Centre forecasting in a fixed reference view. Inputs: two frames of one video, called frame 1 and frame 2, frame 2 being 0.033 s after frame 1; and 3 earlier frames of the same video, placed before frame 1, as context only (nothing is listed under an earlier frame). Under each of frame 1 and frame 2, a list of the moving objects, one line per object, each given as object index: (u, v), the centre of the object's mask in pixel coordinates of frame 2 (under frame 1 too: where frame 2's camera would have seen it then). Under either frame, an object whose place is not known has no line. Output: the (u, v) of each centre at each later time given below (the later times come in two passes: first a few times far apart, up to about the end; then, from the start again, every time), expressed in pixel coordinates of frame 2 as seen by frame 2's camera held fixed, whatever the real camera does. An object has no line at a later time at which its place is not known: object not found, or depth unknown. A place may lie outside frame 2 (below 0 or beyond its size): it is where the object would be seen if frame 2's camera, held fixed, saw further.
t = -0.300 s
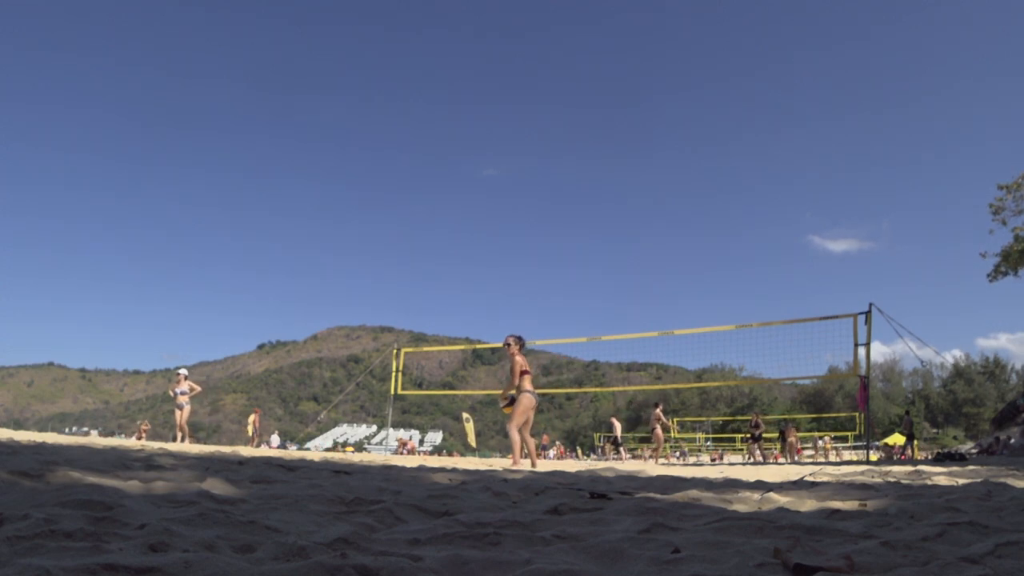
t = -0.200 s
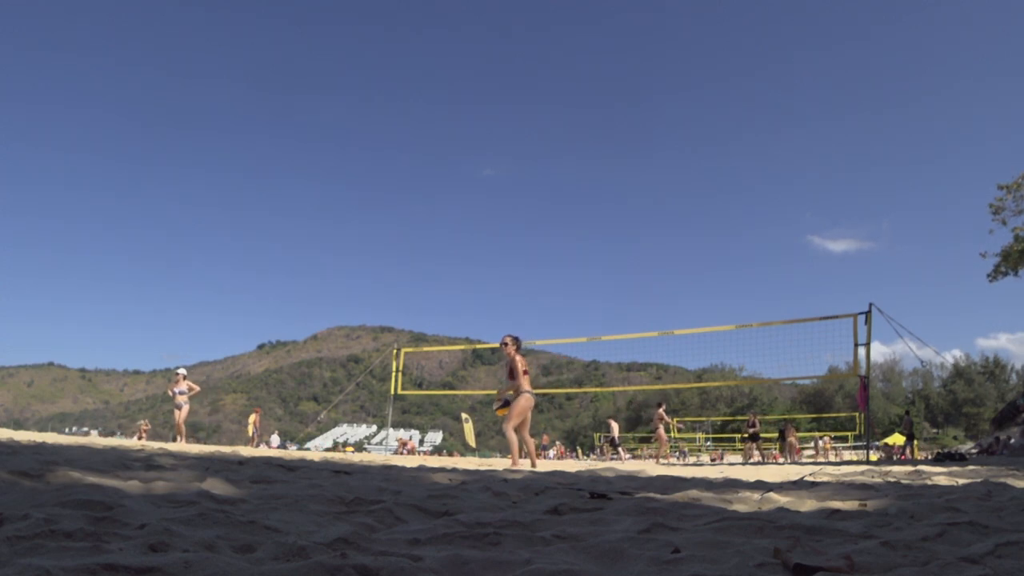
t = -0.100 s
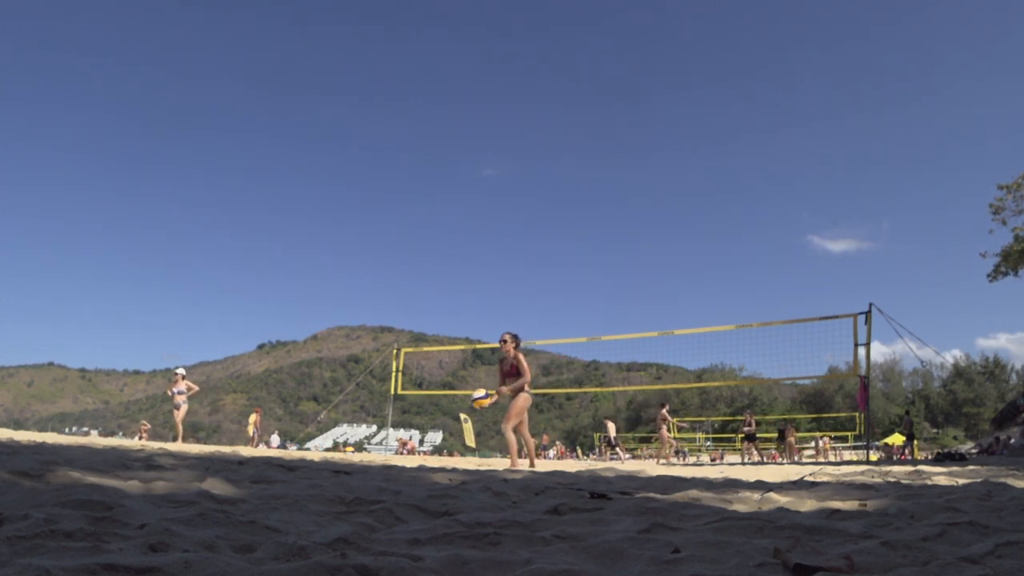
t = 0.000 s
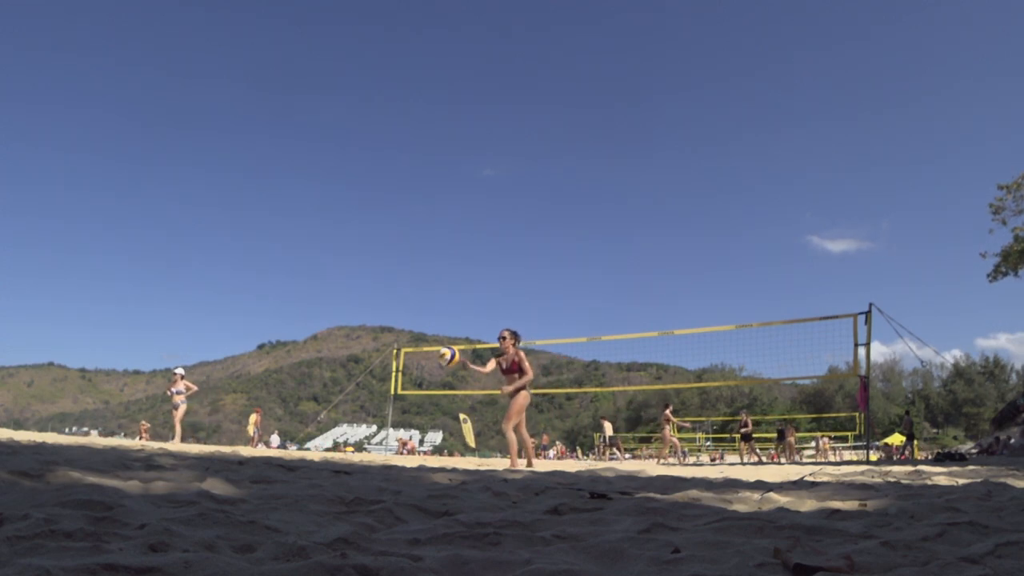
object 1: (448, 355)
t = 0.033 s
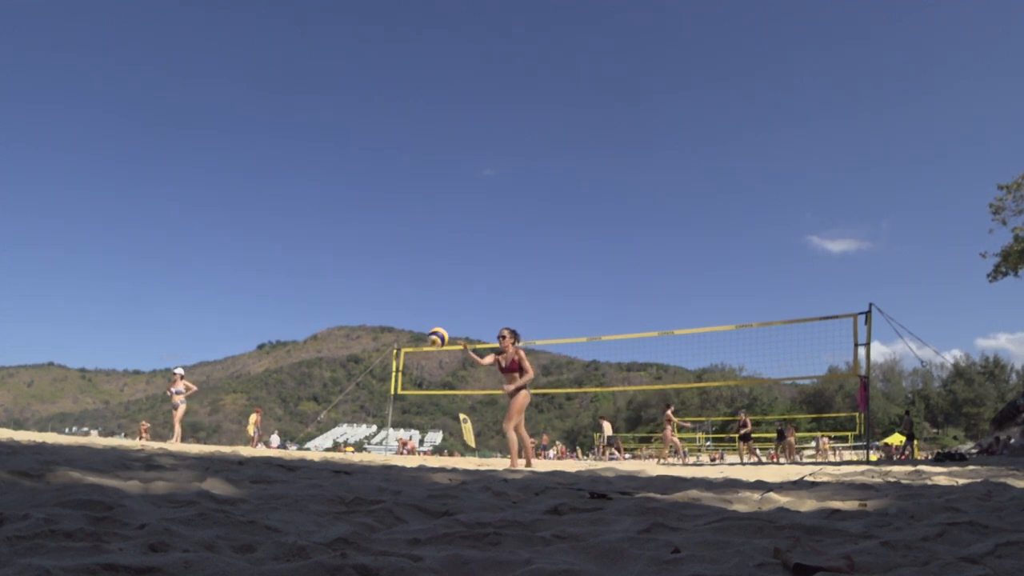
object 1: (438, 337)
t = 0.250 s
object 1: (356, 233)
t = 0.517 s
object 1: (213, 139)
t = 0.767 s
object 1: (7, 105)
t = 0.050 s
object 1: (432, 330)
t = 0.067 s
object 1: (426, 321)
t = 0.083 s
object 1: (421, 312)
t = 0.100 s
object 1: (414, 303)
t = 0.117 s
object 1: (409, 295)
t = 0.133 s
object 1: (403, 287)
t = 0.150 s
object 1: (396, 279)
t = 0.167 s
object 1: (390, 271)
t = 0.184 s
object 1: (384, 263)
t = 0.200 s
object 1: (377, 256)
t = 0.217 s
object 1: (370, 248)
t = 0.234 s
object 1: (363, 240)
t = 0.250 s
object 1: (356, 233)
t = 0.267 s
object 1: (348, 226)
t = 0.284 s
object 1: (341, 219)
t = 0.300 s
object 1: (333, 213)
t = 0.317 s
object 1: (325, 205)
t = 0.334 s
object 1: (317, 199)
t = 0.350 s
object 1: (309, 193)
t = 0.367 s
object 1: (301, 187)
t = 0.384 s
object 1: (292, 181)
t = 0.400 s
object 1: (283, 175)
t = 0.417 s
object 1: (274, 169)
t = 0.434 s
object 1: (265, 164)
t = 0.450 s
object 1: (255, 158)
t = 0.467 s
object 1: (245, 153)
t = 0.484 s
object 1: (234, 148)
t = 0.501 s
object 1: (224, 143)
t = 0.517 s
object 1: (213, 139)
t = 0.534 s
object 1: (202, 135)
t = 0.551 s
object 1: (190, 130)
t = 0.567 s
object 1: (178, 126)
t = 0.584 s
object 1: (165, 122)
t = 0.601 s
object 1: (152, 119)
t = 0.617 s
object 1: (140, 116)
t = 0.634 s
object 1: (125, 114)
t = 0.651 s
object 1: (111, 111)
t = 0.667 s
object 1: (96, 109)
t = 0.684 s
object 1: (81, 108)
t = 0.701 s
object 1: (65, 106)
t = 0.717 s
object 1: (48, 105)
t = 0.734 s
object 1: (31, 104)
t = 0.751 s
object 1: (16, 104)
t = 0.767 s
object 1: (7, 105)
